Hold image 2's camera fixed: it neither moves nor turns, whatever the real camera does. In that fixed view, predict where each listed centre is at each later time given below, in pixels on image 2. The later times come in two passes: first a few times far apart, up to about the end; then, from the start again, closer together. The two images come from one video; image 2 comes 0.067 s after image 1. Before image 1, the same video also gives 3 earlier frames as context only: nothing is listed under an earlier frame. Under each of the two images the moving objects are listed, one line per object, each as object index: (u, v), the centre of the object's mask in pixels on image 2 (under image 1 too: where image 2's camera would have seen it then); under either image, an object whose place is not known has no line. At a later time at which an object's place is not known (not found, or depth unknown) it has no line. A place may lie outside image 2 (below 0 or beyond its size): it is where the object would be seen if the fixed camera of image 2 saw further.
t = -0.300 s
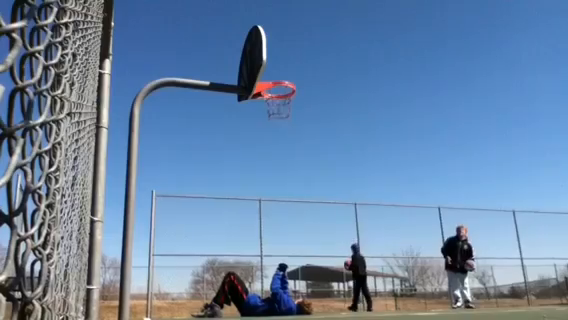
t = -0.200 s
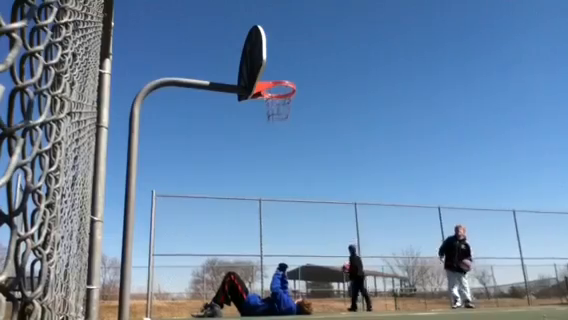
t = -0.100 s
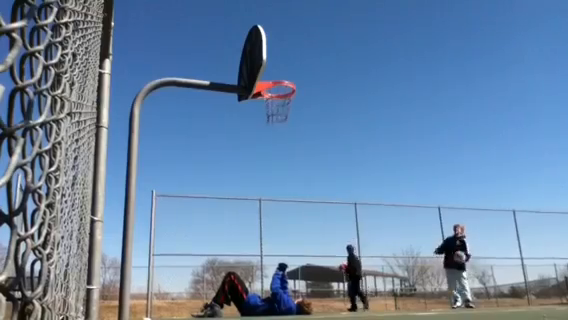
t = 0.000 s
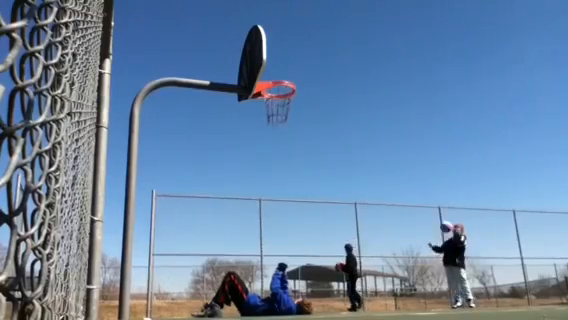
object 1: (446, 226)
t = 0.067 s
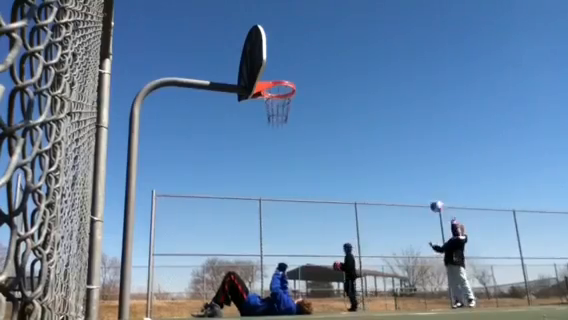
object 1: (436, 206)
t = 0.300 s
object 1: (403, 146)
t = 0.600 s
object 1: (361, 98)
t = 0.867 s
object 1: (320, 89)
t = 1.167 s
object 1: (264, 129)
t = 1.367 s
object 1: (218, 203)
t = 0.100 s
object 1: (431, 196)
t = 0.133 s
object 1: (426, 187)
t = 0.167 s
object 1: (422, 178)
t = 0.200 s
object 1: (417, 169)
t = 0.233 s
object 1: (412, 160)
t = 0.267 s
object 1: (408, 152)
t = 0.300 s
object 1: (403, 146)
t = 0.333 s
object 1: (398, 138)
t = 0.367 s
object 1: (393, 132)
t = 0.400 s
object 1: (389, 126)
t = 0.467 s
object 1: (380, 115)
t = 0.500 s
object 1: (375, 110)
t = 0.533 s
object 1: (371, 105)
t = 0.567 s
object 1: (366, 101)
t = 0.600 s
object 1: (361, 98)
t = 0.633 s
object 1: (356, 95)
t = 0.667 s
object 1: (352, 93)
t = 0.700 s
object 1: (346, 91)
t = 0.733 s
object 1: (341, 89)
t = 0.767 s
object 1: (336, 88)
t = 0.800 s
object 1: (331, 88)
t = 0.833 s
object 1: (325, 88)
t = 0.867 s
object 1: (320, 89)
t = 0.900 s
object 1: (314, 90)
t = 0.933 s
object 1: (309, 93)
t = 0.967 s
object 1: (303, 95)
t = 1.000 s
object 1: (298, 98)
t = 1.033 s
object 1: (291, 103)
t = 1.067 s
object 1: (285, 108)
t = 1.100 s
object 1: (278, 114)
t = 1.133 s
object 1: (272, 121)
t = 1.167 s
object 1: (264, 129)
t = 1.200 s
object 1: (257, 138)
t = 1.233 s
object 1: (250, 147)
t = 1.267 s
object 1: (242, 159)
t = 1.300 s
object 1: (235, 172)
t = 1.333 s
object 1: (227, 188)
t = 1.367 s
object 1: (218, 203)
